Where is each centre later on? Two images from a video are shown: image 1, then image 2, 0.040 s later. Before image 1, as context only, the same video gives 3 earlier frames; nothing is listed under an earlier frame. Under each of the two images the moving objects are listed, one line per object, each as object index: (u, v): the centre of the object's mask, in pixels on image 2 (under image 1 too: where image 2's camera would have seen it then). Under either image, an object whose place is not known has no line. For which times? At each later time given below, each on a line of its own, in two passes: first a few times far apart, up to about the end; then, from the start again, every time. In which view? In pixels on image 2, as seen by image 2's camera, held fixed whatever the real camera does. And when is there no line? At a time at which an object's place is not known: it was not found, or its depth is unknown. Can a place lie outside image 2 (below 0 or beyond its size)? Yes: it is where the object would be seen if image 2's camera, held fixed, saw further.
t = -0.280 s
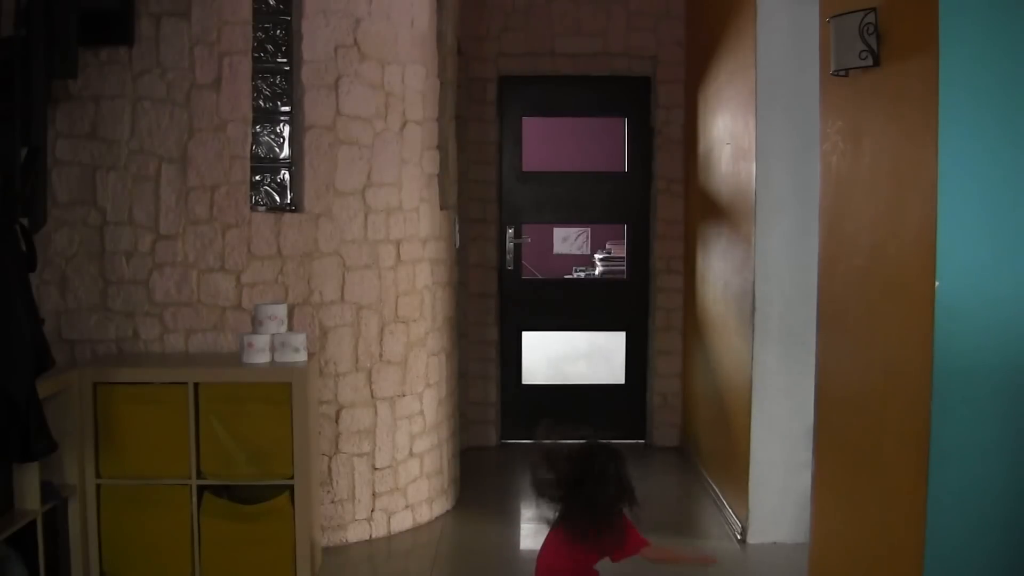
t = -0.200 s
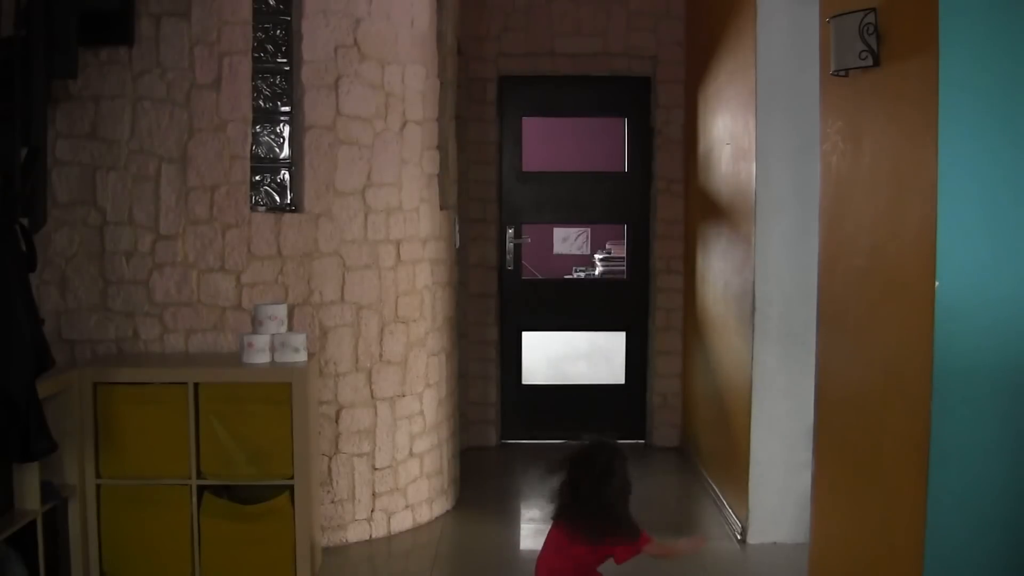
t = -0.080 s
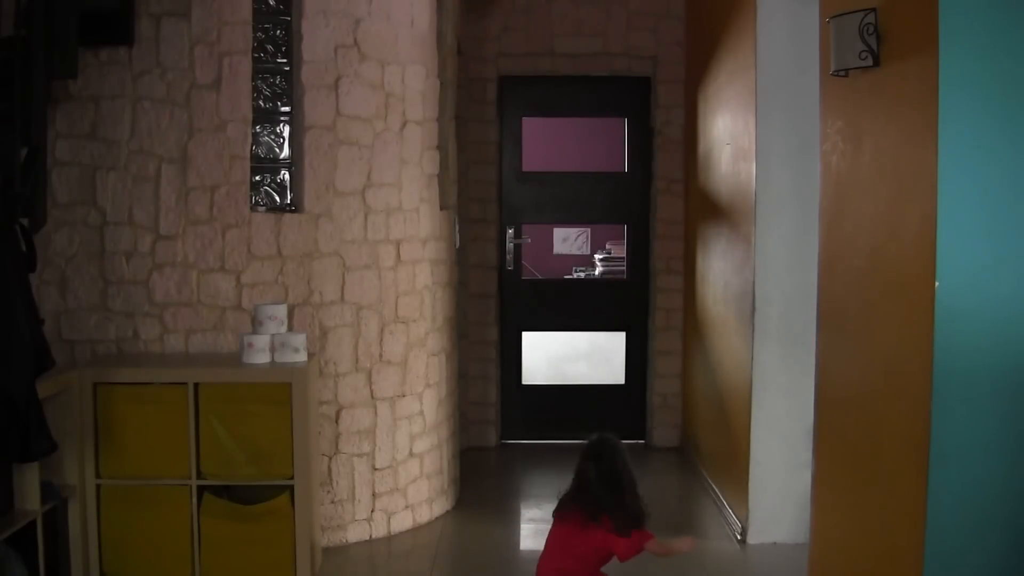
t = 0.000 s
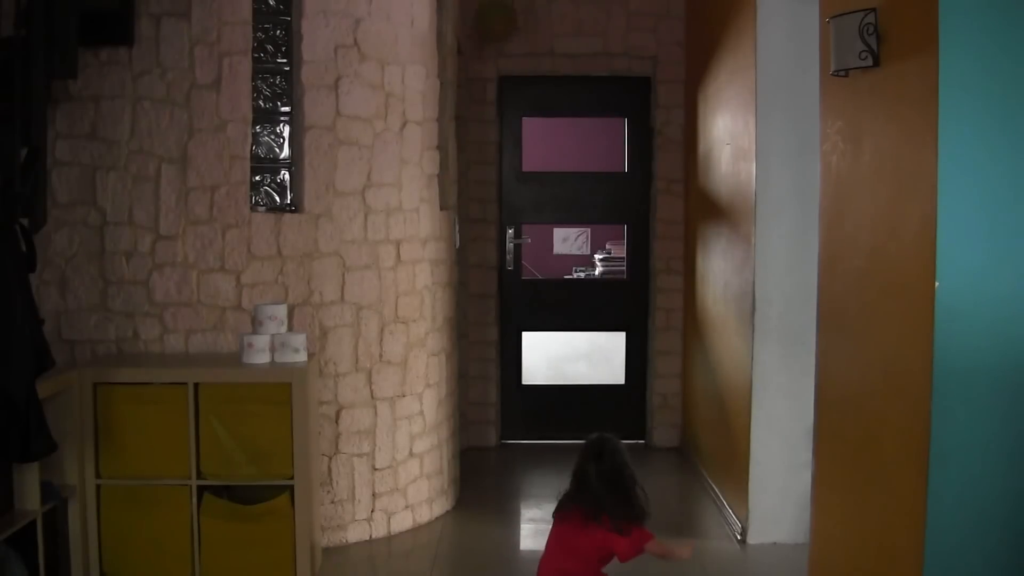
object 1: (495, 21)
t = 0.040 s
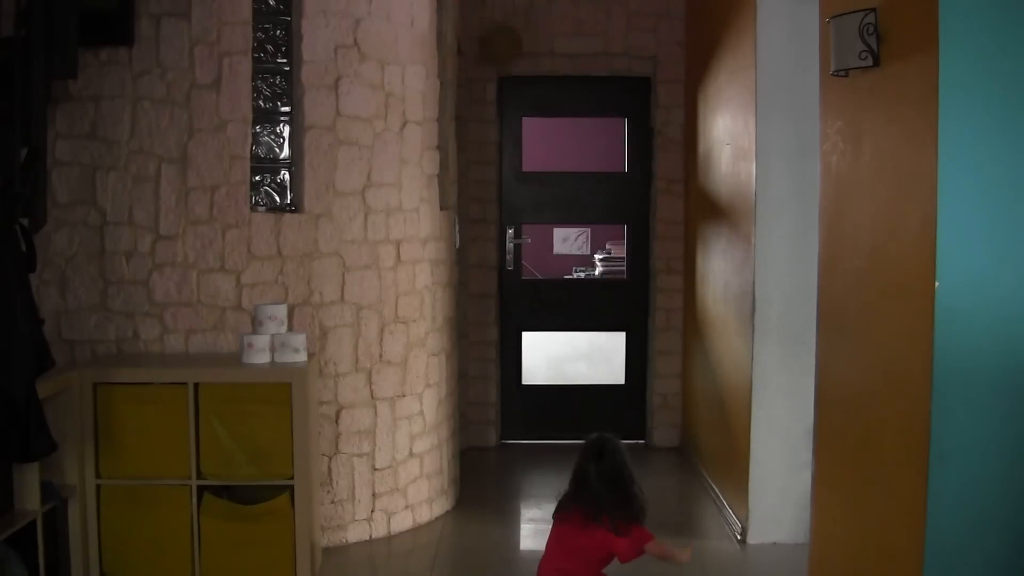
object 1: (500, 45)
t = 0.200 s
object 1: (523, 163)
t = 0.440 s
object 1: (545, 404)
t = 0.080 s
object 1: (506, 70)
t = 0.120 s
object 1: (510, 99)
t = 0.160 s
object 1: (518, 132)
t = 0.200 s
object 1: (523, 163)
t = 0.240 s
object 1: (526, 201)
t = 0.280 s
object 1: (532, 238)
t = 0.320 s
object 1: (537, 279)
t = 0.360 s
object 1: (539, 312)
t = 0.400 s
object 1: (542, 358)
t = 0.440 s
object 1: (545, 404)
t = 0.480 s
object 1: (547, 435)
